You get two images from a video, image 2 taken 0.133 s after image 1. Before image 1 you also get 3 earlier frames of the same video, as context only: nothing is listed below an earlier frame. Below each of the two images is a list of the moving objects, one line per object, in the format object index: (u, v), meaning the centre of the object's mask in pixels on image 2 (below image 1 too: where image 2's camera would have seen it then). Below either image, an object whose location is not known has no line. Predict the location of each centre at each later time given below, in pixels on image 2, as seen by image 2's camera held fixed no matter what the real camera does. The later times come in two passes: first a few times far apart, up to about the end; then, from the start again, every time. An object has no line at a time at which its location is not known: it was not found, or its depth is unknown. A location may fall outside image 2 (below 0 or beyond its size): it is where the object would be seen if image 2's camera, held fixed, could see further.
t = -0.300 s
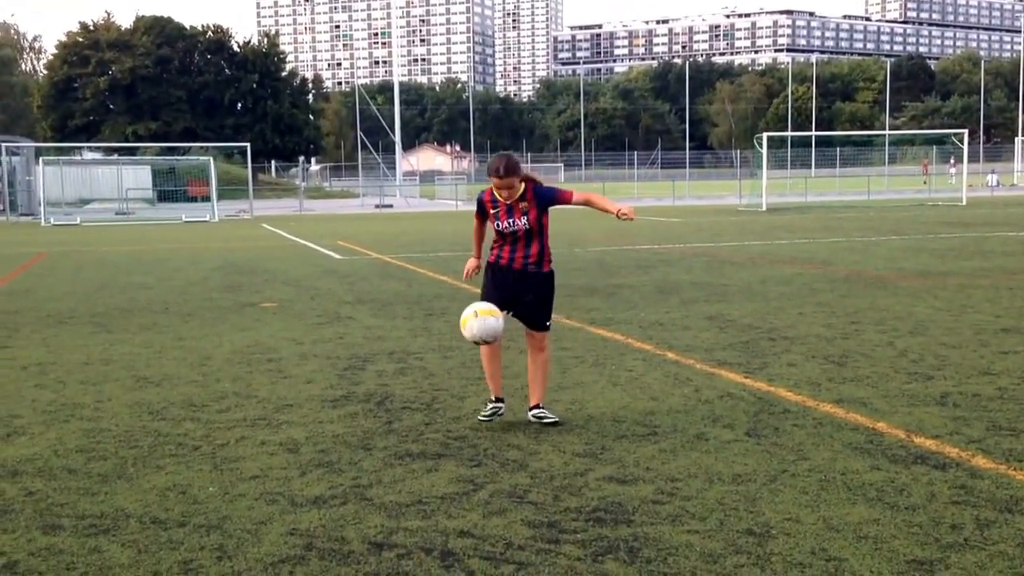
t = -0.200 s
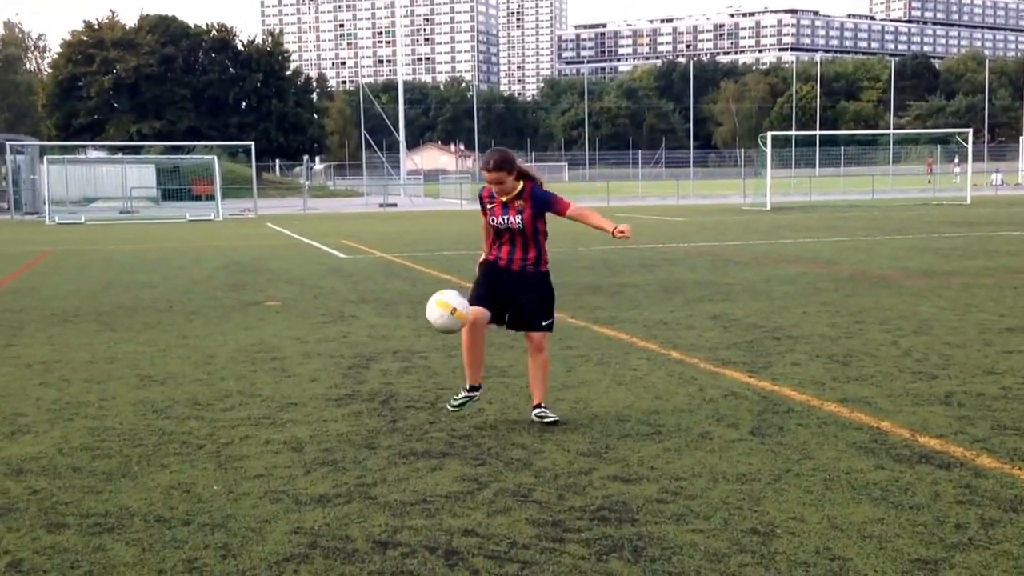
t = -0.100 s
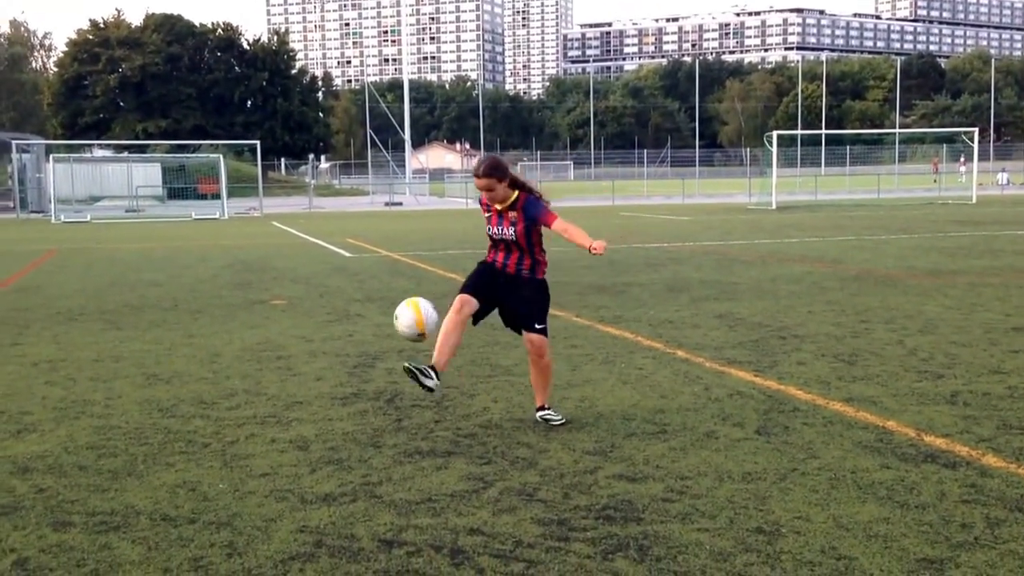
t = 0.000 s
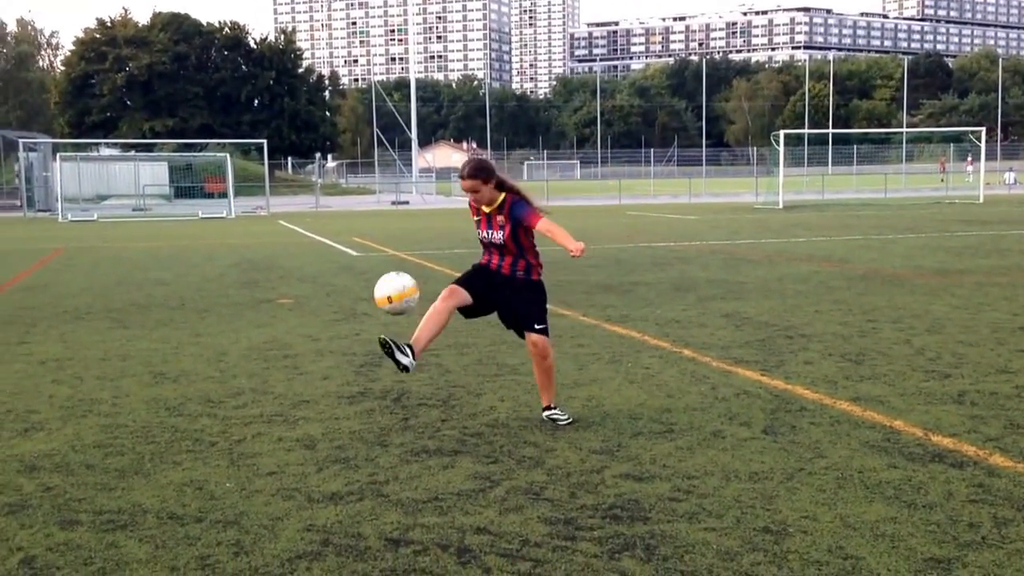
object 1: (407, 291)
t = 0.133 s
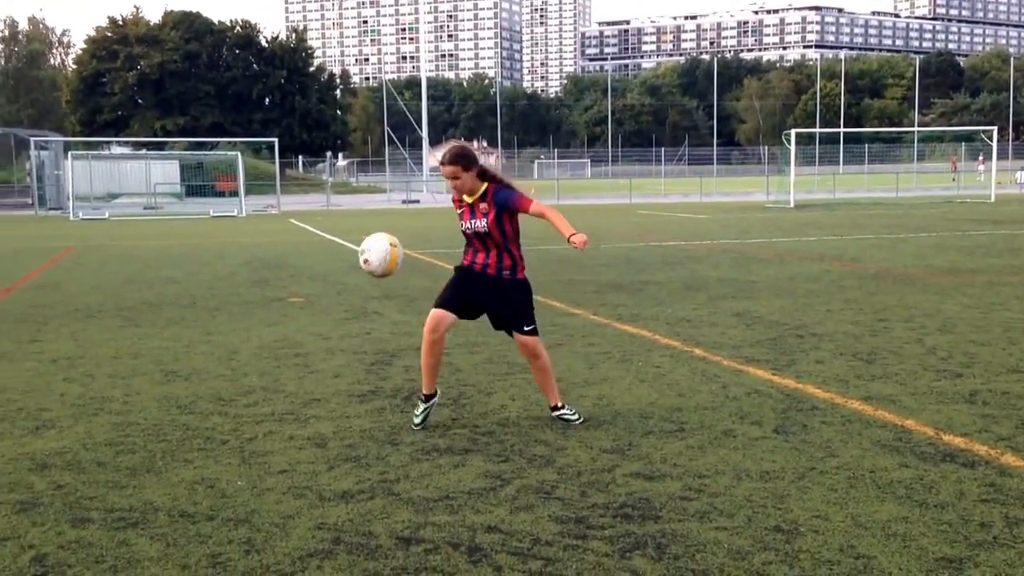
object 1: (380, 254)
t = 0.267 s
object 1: (354, 251)
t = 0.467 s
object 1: (318, 315)
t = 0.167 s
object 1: (373, 250)
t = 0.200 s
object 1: (367, 248)
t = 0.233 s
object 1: (361, 249)
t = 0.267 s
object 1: (354, 251)
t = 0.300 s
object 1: (348, 255)
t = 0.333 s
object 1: (342, 263)
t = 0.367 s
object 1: (336, 272)
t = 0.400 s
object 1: (330, 284)
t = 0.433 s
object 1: (324, 299)
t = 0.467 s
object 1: (318, 315)
